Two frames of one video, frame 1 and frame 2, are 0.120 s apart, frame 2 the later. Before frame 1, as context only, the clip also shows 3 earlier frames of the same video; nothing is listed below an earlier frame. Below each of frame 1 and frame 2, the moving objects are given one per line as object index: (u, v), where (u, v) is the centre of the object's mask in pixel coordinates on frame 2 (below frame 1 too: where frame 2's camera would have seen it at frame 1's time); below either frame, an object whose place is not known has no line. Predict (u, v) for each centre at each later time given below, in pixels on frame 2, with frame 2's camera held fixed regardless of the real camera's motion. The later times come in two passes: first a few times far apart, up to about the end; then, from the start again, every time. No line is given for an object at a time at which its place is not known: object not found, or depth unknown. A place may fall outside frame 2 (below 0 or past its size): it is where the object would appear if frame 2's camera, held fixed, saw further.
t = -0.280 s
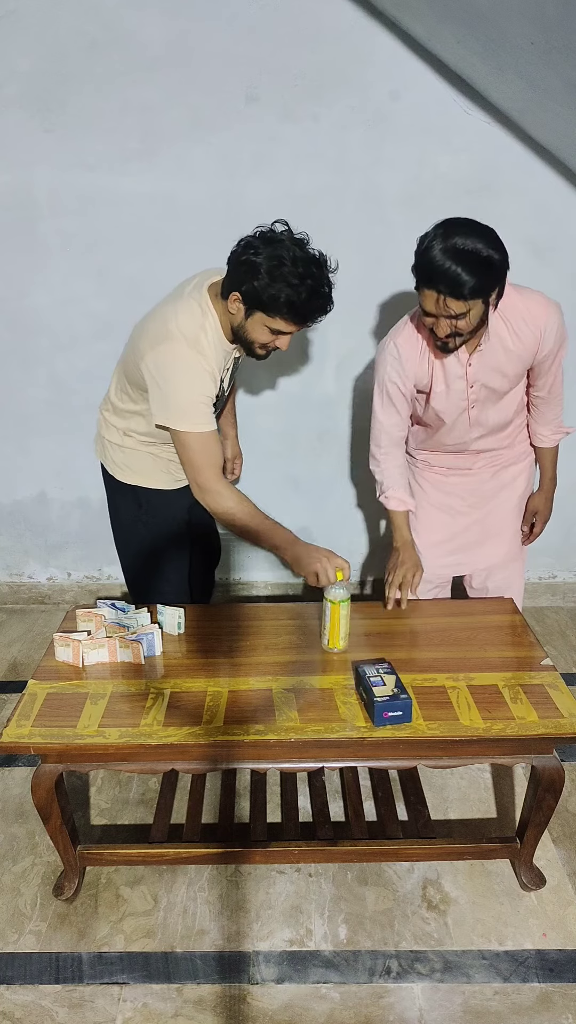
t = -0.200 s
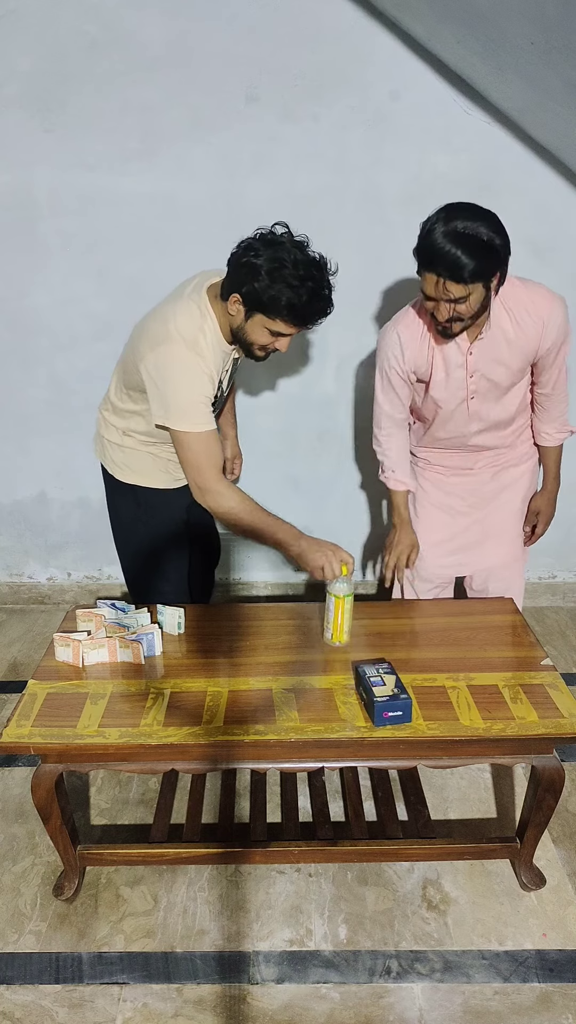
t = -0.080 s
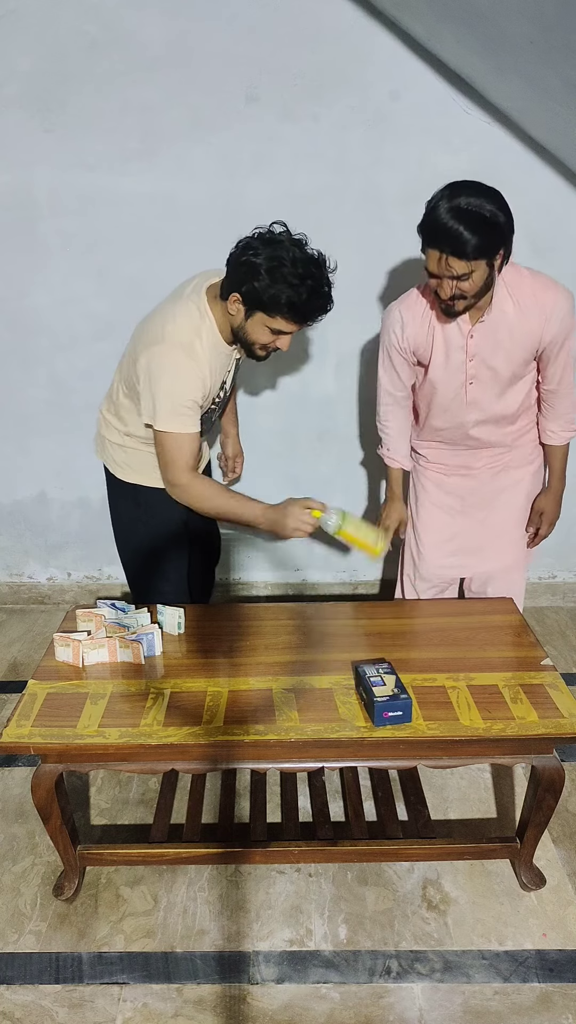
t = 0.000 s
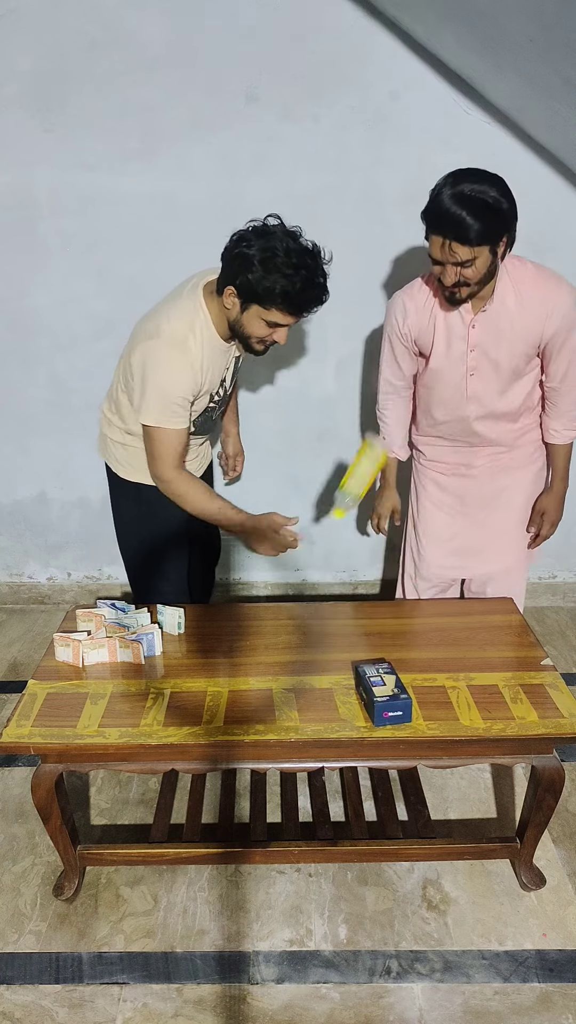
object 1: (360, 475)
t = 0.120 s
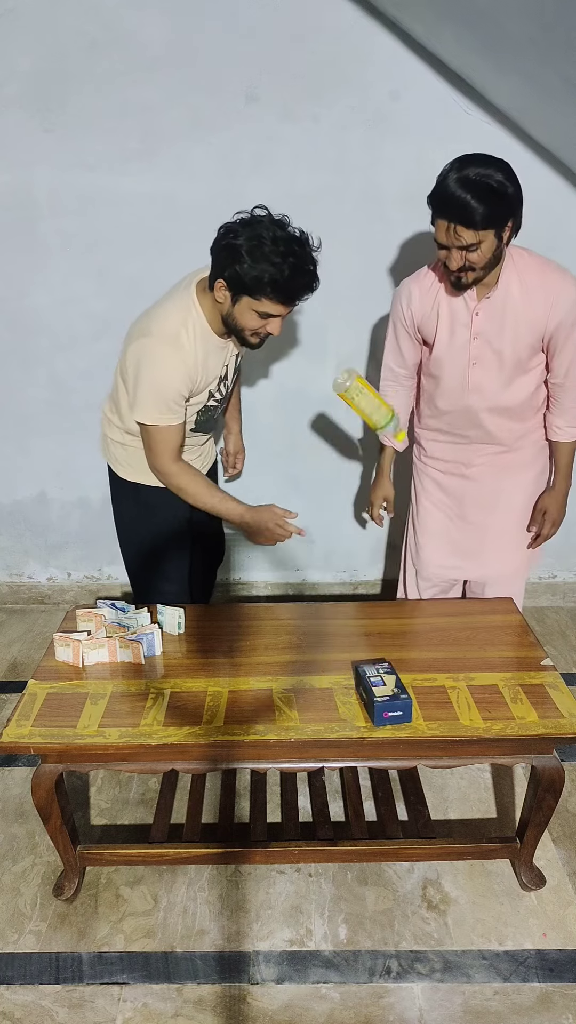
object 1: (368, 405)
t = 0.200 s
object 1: (371, 396)
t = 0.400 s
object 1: (370, 493)
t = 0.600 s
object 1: (351, 627)
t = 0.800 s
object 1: (322, 650)
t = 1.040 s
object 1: (322, 650)
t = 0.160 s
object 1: (370, 397)
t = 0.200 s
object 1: (371, 396)
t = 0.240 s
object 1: (371, 402)
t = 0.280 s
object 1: (370, 417)
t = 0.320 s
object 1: (371, 436)
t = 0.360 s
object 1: (369, 462)
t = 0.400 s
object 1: (370, 493)
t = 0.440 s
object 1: (369, 531)
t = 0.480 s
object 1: (369, 578)
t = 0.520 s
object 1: (366, 617)
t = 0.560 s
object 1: (356, 620)
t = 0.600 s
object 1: (351, 627)
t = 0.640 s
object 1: (342, 632)
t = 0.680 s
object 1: (332, 639)
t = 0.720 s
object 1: (326, 647)
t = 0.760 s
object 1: (323, 649)
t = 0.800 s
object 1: (322, 650)
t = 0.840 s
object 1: (322, 650)
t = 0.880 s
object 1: (322, 650)
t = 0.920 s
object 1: (322, 650)
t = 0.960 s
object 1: (322, 650)
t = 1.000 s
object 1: (322, 650)
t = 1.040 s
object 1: (322, 650)
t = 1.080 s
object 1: (322, 650)
